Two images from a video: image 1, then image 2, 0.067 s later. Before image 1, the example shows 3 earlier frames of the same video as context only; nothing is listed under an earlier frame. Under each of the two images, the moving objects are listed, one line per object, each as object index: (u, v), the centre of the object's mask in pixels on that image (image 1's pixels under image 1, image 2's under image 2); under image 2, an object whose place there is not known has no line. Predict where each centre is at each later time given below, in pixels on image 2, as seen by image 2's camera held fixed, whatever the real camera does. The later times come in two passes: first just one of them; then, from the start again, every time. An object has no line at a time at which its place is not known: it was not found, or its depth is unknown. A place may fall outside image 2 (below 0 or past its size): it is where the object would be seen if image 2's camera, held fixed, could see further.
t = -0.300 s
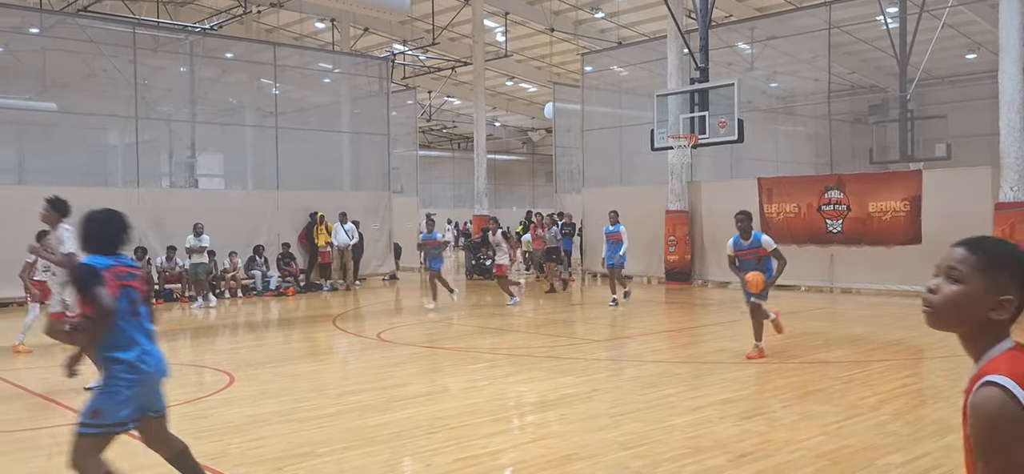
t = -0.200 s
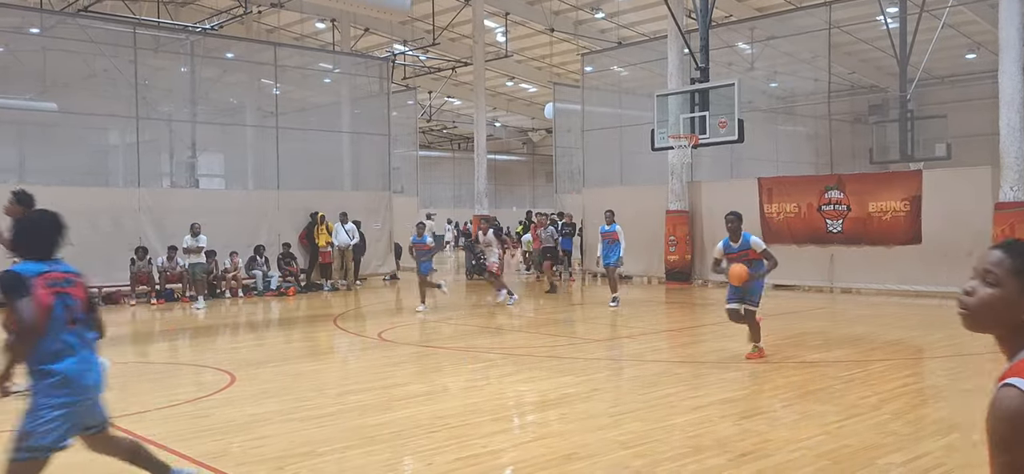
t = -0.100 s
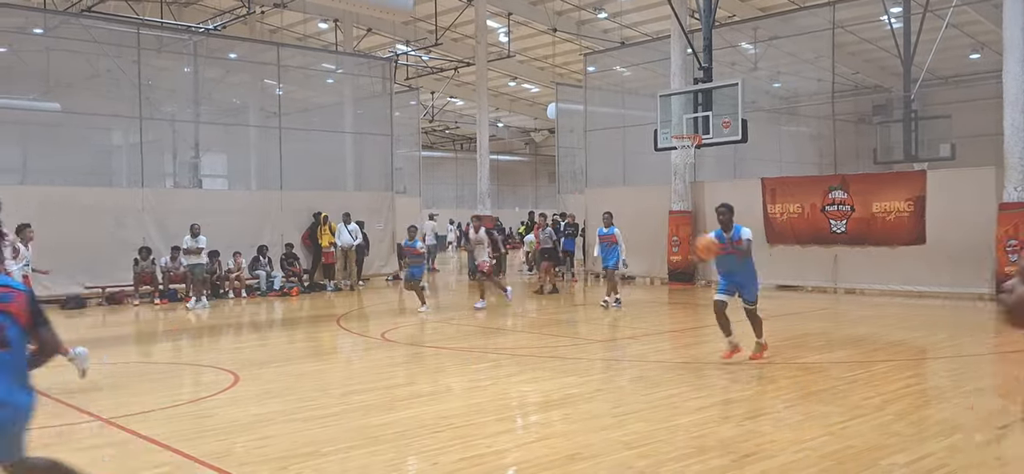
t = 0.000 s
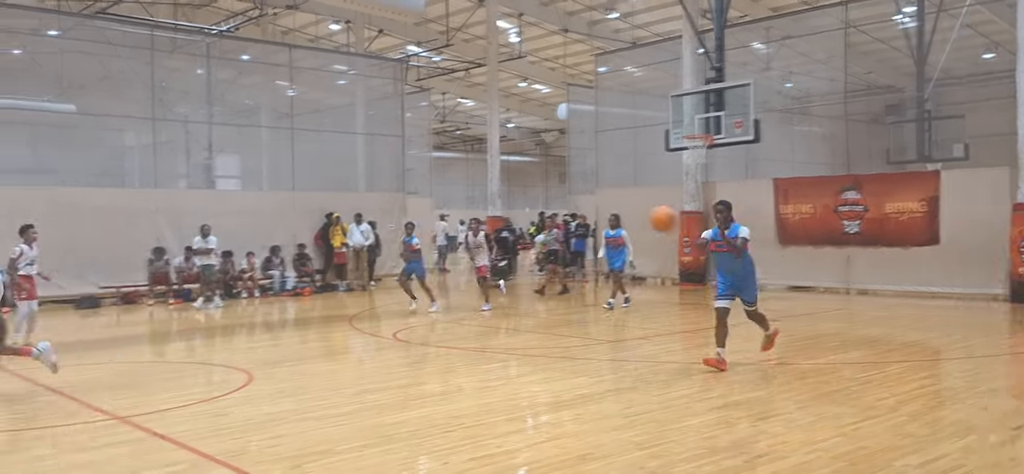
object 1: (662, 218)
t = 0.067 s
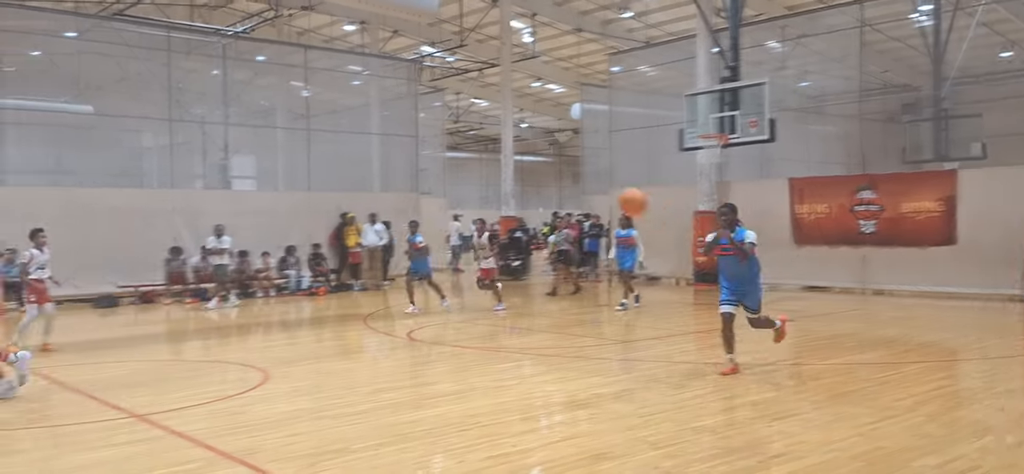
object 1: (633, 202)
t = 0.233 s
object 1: (486, 170)
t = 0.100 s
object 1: (608, 195)
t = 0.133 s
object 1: (580, 187)
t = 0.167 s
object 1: (552, 181)
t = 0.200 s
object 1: (520, 174)
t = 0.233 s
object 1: (486, 170)
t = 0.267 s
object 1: (449, 166)
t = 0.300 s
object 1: (408, 162)
